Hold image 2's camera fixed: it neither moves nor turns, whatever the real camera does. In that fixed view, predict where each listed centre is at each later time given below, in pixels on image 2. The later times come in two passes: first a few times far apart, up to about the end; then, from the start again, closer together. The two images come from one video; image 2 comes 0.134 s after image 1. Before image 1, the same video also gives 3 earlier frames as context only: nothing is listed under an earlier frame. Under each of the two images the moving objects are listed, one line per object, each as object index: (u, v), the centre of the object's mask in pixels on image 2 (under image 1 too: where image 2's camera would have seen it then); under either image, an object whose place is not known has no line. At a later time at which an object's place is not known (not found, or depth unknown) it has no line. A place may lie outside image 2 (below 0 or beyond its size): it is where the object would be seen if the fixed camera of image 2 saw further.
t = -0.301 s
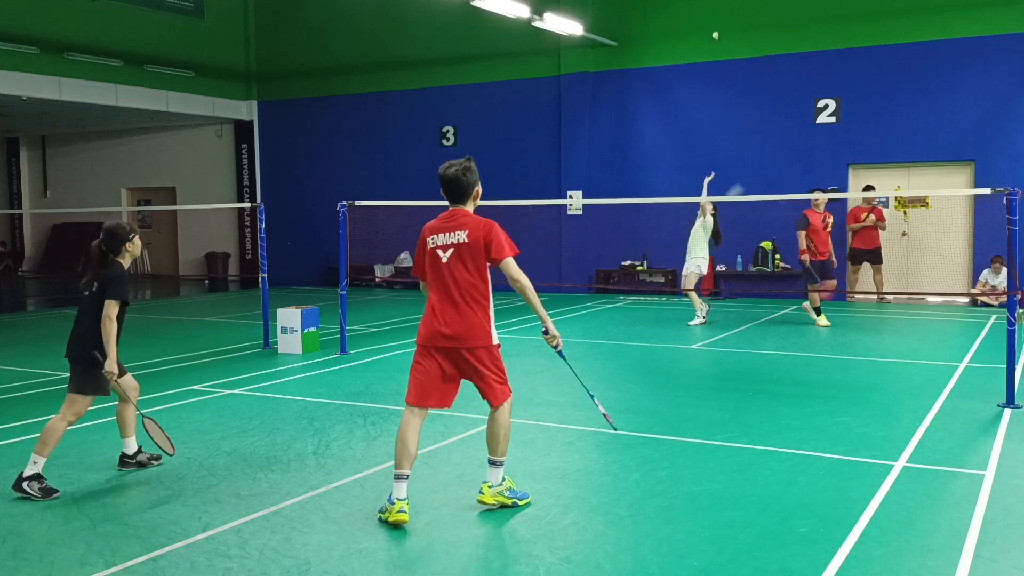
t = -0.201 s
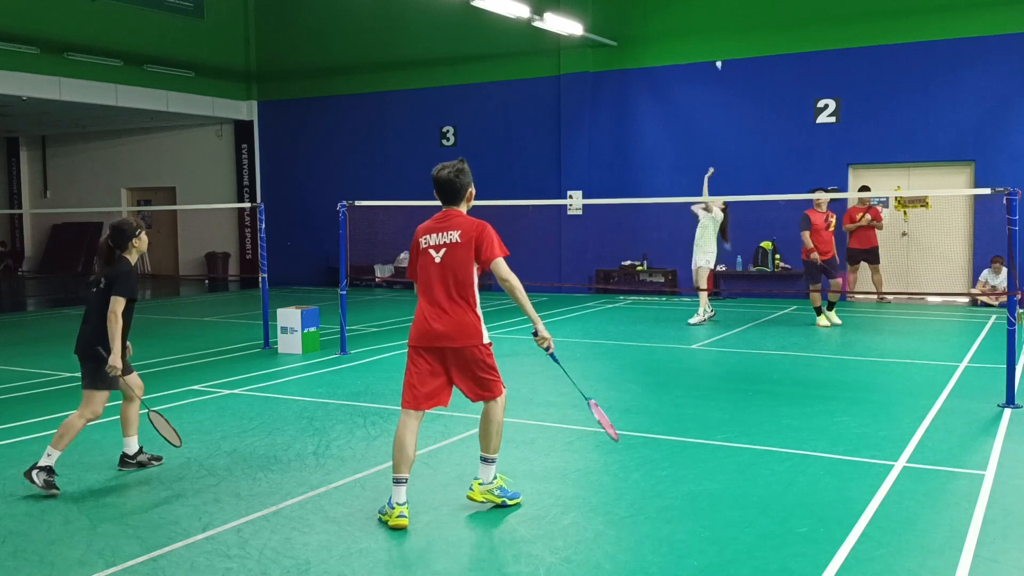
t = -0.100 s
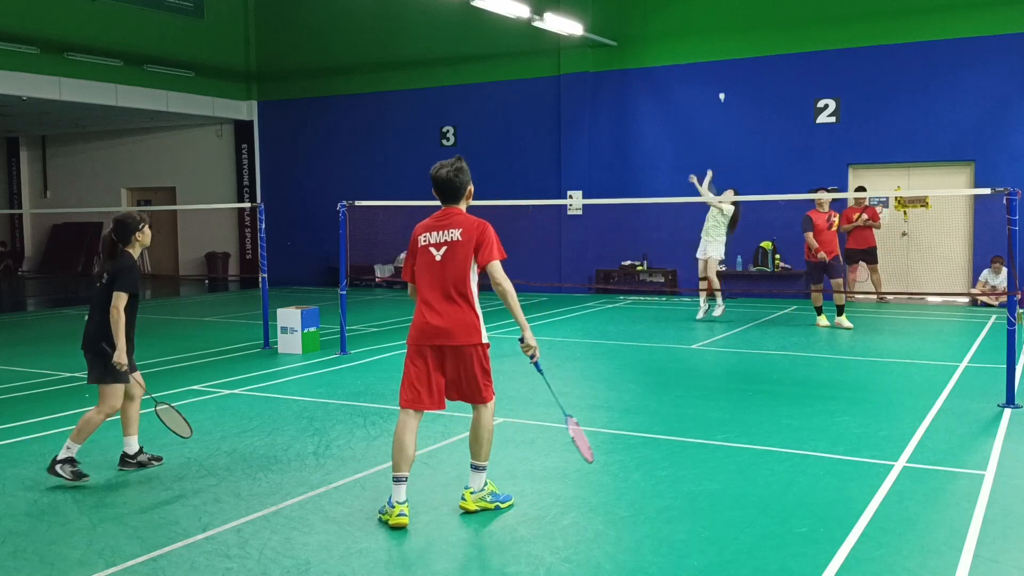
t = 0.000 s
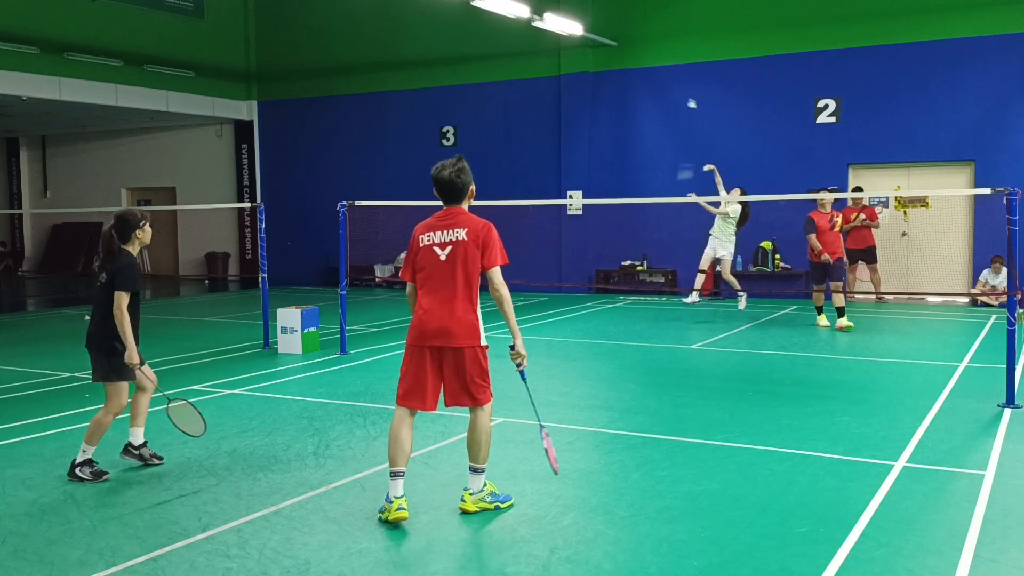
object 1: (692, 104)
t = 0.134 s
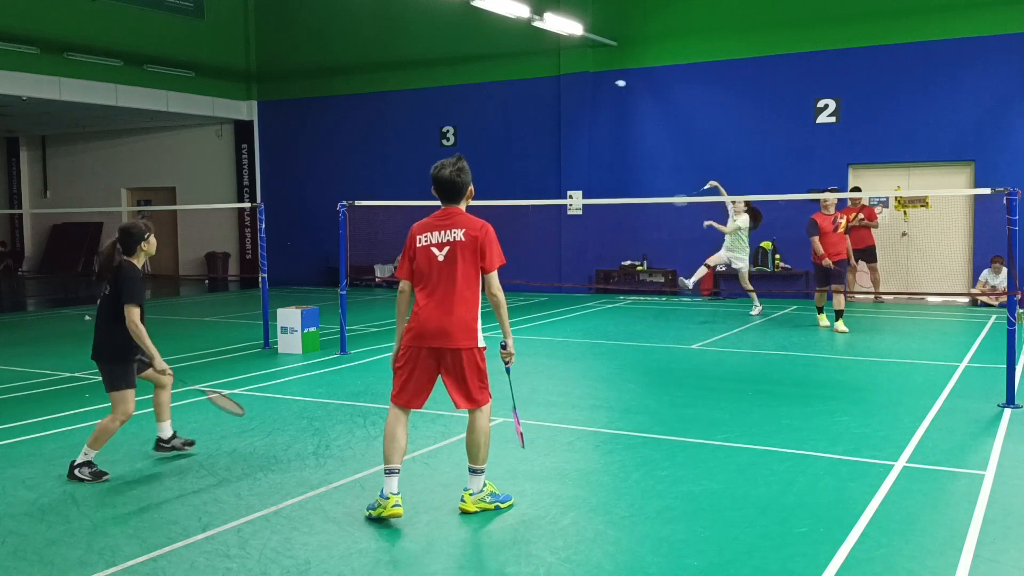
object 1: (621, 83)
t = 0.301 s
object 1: (539, 85)
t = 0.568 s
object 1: (420, 148)
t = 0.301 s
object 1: (539, 85)
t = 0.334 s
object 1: (523, 89)
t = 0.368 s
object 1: (508, 94)
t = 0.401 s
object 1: (493, 100)
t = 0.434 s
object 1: (478, 107)
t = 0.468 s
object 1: (463, 116)
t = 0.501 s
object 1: (448, 126)
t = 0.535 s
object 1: (434, 136)
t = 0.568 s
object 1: (420, 148)
